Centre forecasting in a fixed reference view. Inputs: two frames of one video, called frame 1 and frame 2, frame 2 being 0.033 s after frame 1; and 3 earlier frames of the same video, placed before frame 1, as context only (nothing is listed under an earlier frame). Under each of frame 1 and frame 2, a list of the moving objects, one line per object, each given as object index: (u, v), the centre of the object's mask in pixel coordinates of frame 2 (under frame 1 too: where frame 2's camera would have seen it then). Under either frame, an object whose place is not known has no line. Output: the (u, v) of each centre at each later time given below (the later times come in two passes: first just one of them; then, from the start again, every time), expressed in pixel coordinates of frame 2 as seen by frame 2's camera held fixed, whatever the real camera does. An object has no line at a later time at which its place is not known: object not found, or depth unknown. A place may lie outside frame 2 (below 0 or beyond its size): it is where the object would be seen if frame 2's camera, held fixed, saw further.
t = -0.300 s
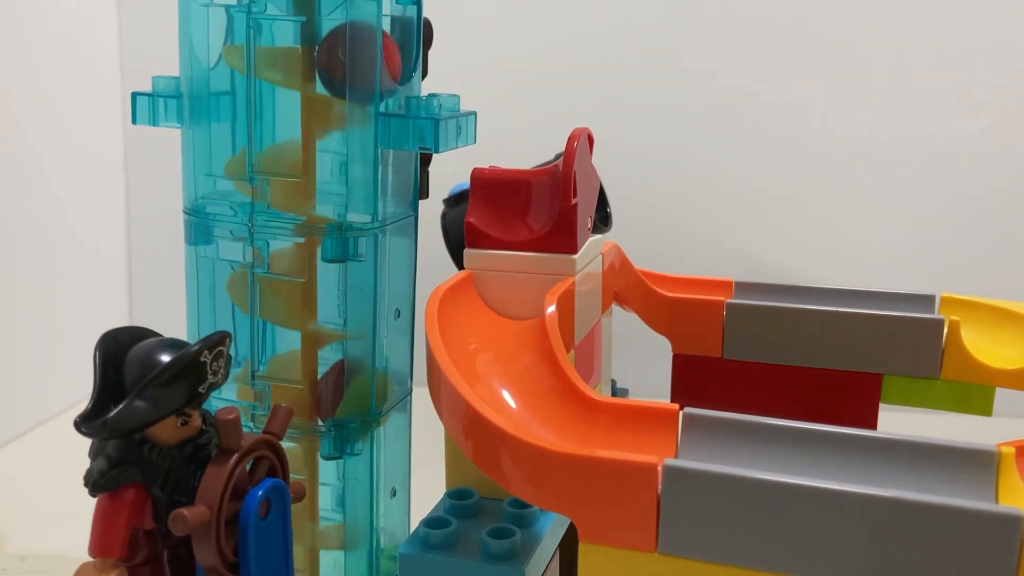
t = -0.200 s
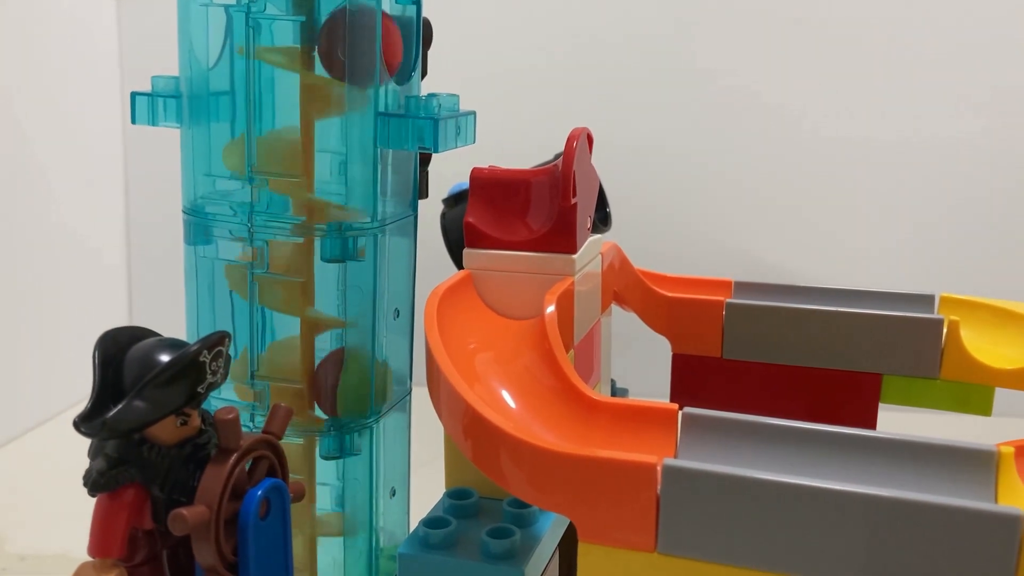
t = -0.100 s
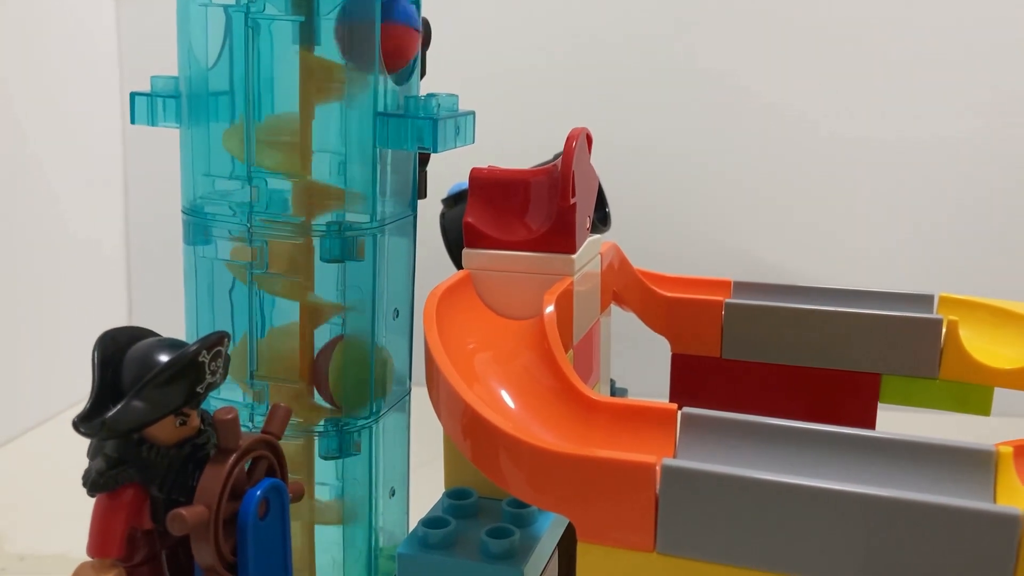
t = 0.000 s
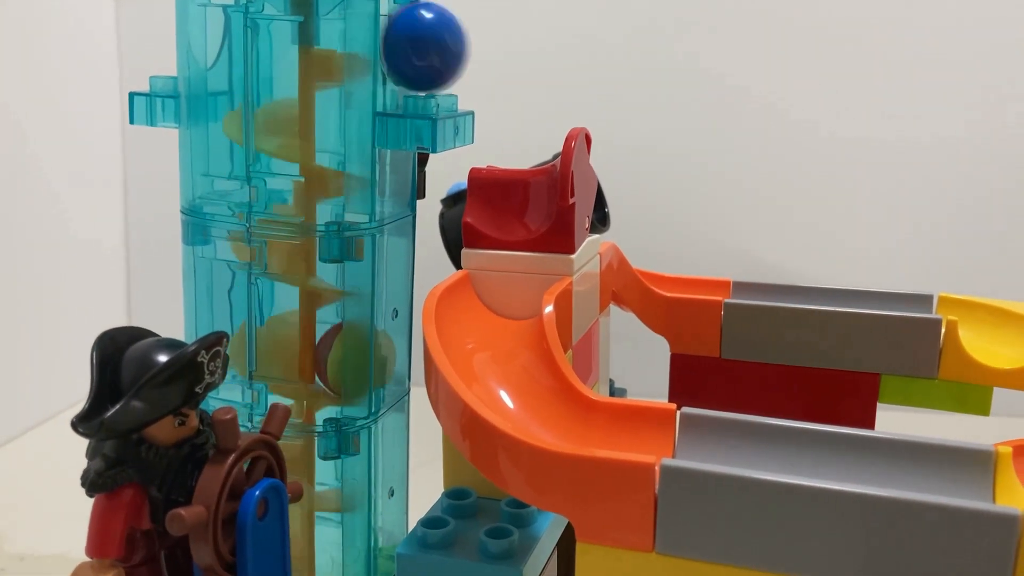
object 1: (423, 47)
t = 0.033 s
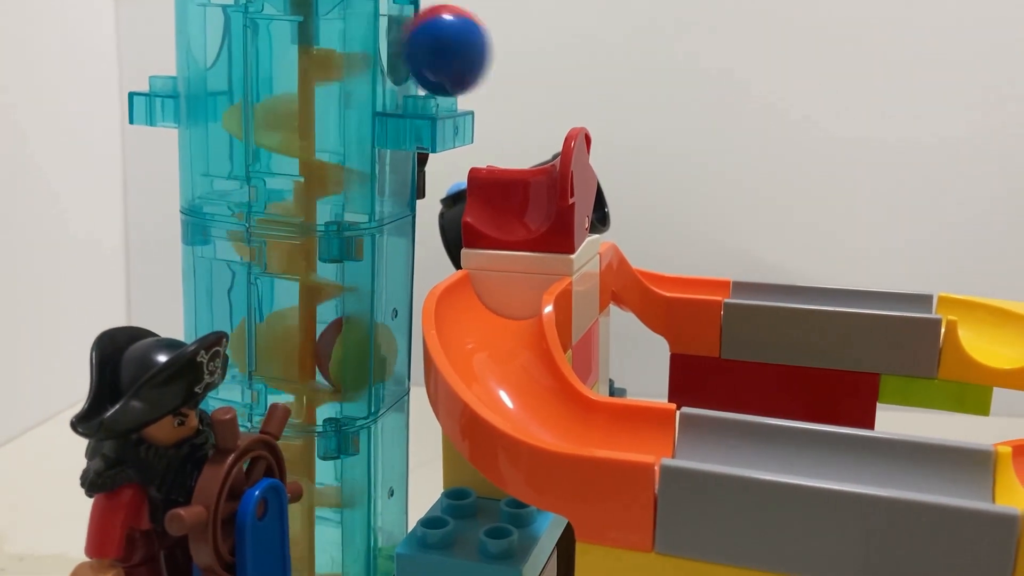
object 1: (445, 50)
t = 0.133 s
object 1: (522, 119)
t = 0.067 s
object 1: (471, 67)
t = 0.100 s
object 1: (501, 117)
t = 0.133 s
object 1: (522, 119)
